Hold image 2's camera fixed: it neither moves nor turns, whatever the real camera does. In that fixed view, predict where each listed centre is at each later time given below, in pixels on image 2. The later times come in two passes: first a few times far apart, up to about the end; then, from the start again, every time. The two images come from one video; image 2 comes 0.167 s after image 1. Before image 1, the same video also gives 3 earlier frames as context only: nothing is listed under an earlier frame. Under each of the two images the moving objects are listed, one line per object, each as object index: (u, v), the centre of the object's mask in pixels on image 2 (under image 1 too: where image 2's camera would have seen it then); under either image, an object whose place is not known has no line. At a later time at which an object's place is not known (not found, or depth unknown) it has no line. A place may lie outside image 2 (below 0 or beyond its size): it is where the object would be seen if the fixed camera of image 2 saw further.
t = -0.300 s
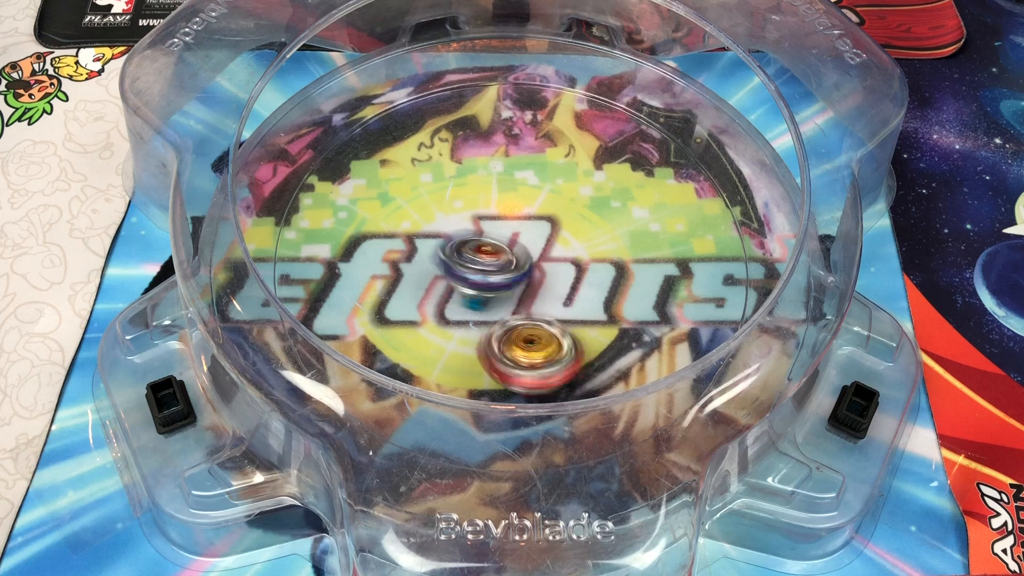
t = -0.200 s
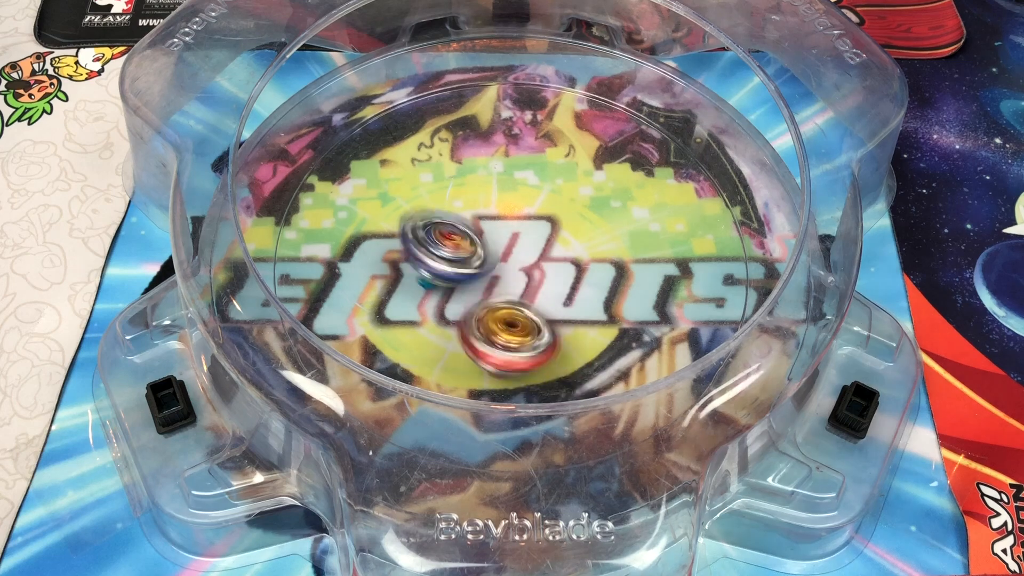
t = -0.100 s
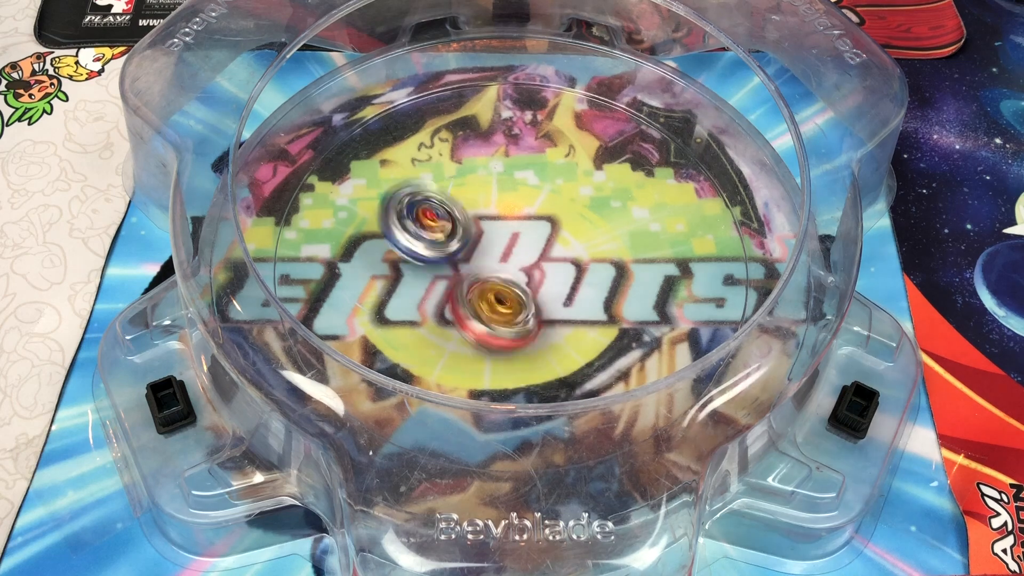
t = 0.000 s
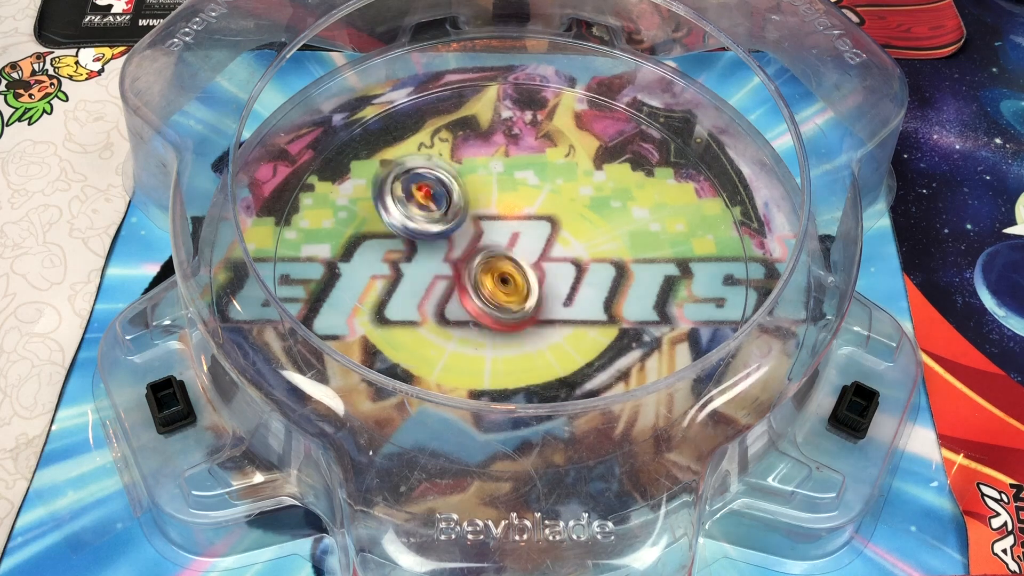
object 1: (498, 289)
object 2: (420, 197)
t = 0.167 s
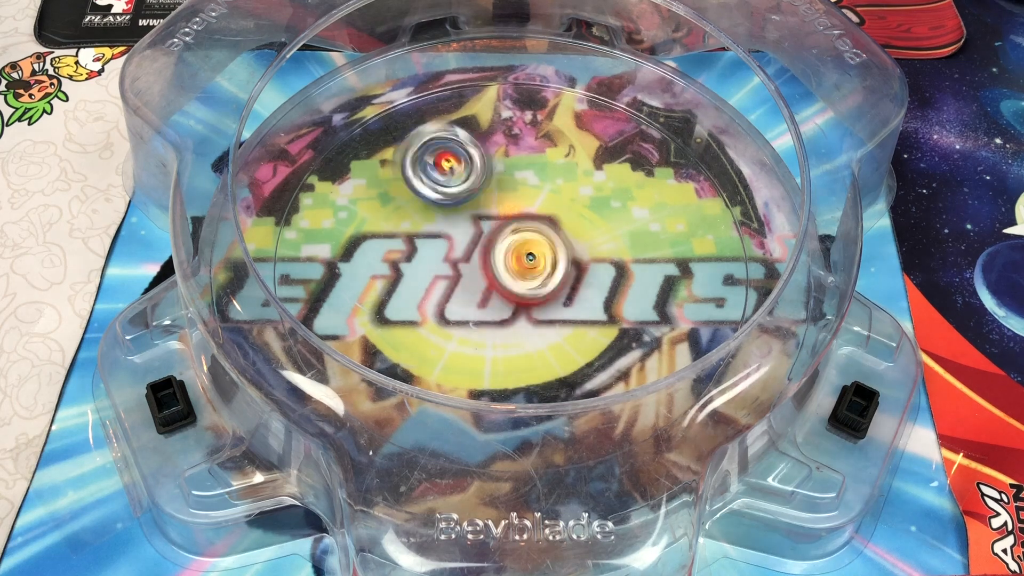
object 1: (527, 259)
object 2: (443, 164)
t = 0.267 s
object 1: (550, 251)
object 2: (471, 159)
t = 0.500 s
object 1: (608, 265)
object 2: (558, 178)
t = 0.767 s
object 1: (585, 340)
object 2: (626, 205)
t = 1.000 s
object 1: (527, 314)
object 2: (606, 203)
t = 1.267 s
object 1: (456, 174)
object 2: (552, 267)
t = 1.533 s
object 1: (501, 140)
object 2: (475, 259)
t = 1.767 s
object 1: (547, 254)
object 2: (451, 220)
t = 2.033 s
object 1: (479, 349)
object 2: (452, 233)
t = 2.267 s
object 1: (465, 289)
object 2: (449, 222)
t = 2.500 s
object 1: (509, 254)
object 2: (451, 207)
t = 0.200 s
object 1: (534, 256)
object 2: (453, 162)
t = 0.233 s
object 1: (542, 254)
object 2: (460, 160)
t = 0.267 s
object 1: (550, 251)
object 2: (471, 159)
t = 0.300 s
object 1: (559, 251)
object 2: (485, 159)
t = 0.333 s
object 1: (567, 251)
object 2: (494, 161)
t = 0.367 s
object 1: (576, 252)
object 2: (509, 163)
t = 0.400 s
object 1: (586, 254)
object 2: (523, 167)
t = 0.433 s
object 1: (593, 257)
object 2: (534, 169)
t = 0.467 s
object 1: (602, 261)
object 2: (546, 173)
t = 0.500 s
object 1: (608, 265)
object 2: (558, 178)
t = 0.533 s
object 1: (614, 272)
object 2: (567, 183)
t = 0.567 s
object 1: (617, 278)
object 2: (578, 189)
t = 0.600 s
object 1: (620, 287)
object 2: (588, 198)
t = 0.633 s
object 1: (620, 293)
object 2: (594, 206)
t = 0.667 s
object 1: (618, 299)
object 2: (601, 213)
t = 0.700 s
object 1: (614, 308)
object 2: (607, 218)
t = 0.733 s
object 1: (599, 328)
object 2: (620, 209)
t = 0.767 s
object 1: (585, 340)
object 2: (626, 205)
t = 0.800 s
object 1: (572, 346)
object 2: (625, 200)
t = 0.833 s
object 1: (562, 349)
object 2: (624, 197)
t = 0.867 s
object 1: (552, 345)
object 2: (622, 194)
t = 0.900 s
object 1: (546, 342)
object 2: (619, 192)
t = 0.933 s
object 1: (541, 333)
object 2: (619, 194)
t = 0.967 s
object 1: (533, 327)
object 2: (614, 198)
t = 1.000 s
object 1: (527, 314)
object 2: (606, 203)
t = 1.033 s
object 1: (519, 303)
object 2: (599, 207)
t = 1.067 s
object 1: (514, 289)
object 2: (591, 214)
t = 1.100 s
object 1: (510, 275)
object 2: (579, 220)
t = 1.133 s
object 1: (496, 255)
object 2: (574, 233)
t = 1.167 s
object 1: (483, 237)
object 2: (571, 241)
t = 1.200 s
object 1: (471, 215)
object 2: (566, 250)
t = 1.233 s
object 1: (459, 195)
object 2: (560, 260)
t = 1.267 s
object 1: (456, 174)
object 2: (552, 267)
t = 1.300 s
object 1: (455, 159)
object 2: (543, 274)
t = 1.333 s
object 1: (457, 145)
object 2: (533, 279)
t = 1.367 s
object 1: (460, 135)
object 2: (519, 276)
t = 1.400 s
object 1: (467, 132)
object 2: (510, 276)
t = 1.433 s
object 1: (472, 127)
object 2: (500, 273)
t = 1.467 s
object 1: (481, 126)
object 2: (490, 268)
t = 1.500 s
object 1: (488, 132)
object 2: (482, 263)
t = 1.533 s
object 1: (501, 140)
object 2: (475, 259)
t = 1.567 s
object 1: (510, 149)
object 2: (469, 251)
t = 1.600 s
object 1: (522, 161)
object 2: (463, 246)
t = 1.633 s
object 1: (534, 175)
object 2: (460, 241)
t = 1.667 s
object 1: (540, 195)
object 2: (457, 234)
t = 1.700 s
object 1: (544, 216)
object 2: (454, 229)
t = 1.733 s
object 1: (547, 234)
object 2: (452, 224)
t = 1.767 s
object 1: (547, 254)
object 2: (451, 220)
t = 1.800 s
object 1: (546, 276)
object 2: (451, 220)
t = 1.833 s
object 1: (542, 294)
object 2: (453, 221)
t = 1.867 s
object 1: (535, 312)
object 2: (453, 222)
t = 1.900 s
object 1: (527, 325)
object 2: (453, 223)
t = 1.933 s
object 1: (518, 336)
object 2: (453, 225)
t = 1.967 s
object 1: (505, 344)
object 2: (453, 228)
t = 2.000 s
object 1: (494, 349)
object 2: (452, 230)
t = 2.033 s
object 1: (479, 349)
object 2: (452, 233)
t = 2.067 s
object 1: (469, 346)
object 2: (450, 235)
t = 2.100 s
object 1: (460, 340)
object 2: (450, 235)
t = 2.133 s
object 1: (454, 332)
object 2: (451, 235)
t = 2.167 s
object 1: (453, 323)
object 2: (452, 234)
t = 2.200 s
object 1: (456, 311)
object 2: (451, 230)
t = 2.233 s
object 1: (458, 302)
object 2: (451, 227)
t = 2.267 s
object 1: (465, 289)
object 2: (449, 222)
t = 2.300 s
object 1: (475, 286)
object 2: (449, 218)
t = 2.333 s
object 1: (484, 280)
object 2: (451, 214)
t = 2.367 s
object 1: (491, 276)
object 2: (451, 209)
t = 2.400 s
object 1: (499, 268)
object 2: (451, 207)
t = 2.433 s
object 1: (502, 262)
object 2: (450, 207)
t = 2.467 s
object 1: (506, 257)
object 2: (450, 207)
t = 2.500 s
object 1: (509, 254)
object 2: (451, 207)
